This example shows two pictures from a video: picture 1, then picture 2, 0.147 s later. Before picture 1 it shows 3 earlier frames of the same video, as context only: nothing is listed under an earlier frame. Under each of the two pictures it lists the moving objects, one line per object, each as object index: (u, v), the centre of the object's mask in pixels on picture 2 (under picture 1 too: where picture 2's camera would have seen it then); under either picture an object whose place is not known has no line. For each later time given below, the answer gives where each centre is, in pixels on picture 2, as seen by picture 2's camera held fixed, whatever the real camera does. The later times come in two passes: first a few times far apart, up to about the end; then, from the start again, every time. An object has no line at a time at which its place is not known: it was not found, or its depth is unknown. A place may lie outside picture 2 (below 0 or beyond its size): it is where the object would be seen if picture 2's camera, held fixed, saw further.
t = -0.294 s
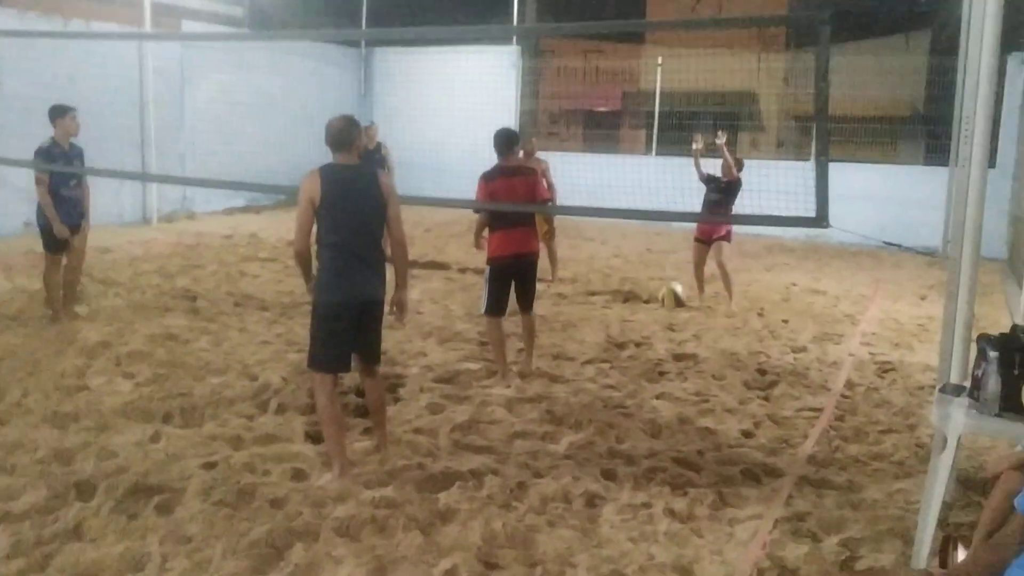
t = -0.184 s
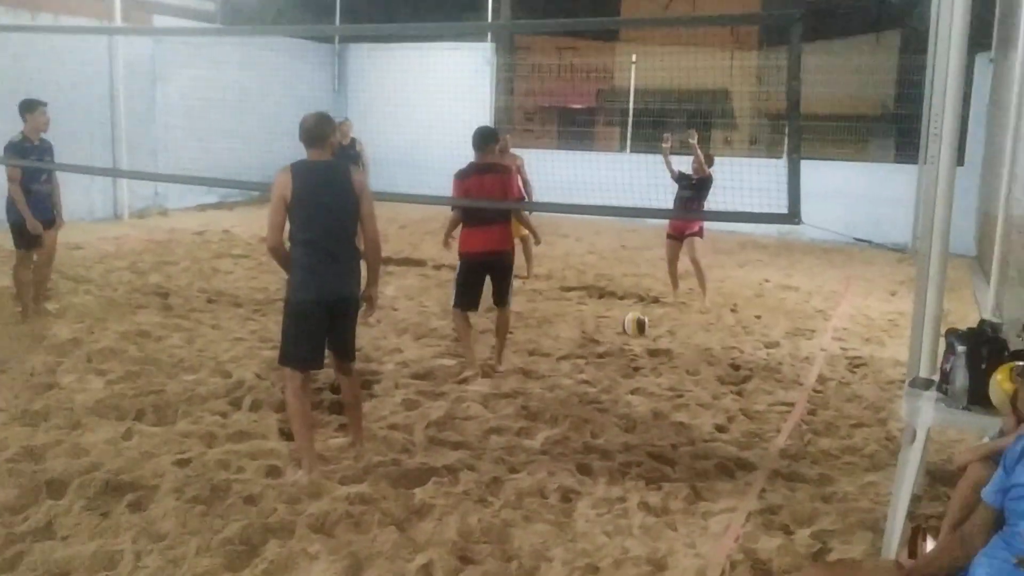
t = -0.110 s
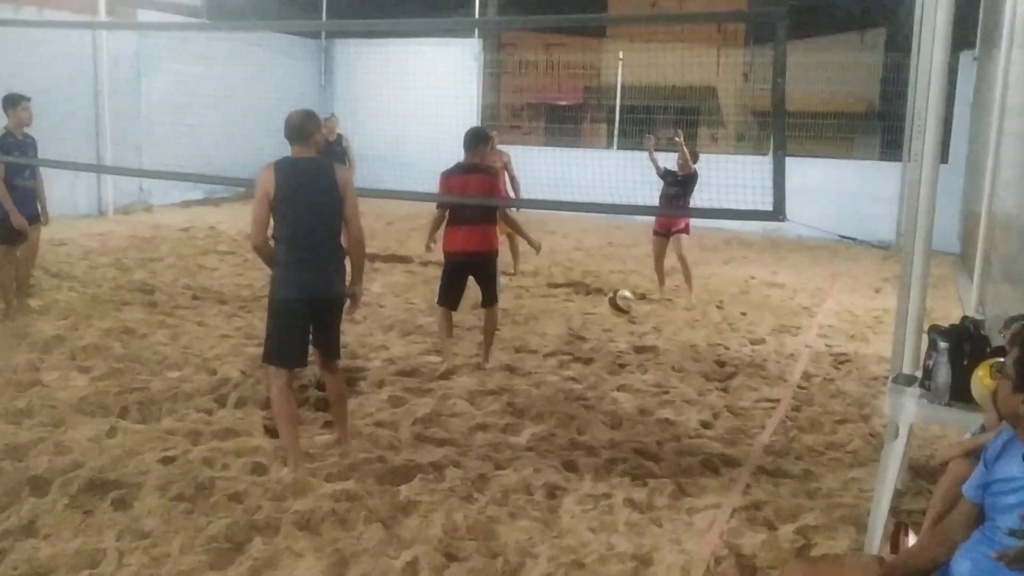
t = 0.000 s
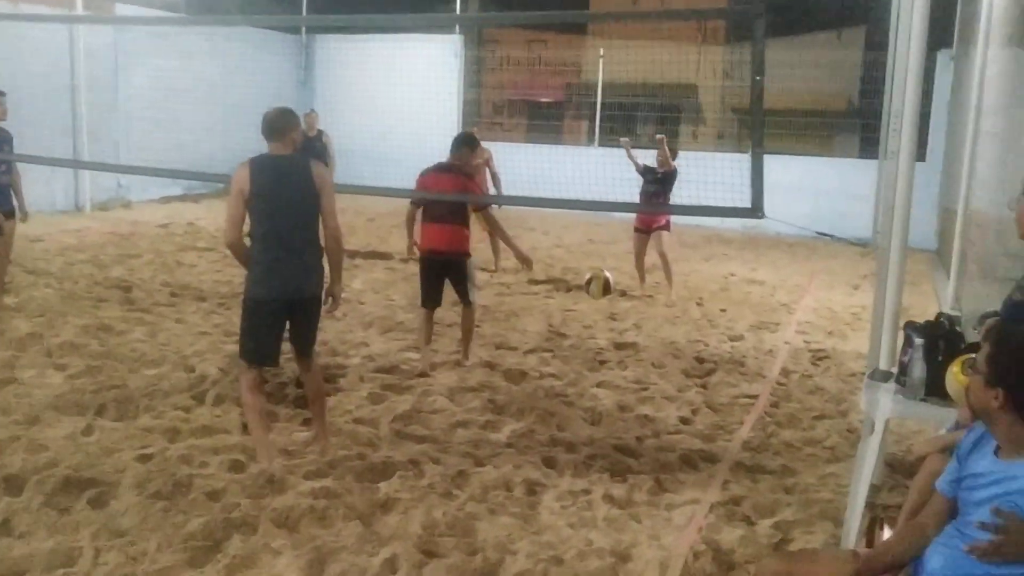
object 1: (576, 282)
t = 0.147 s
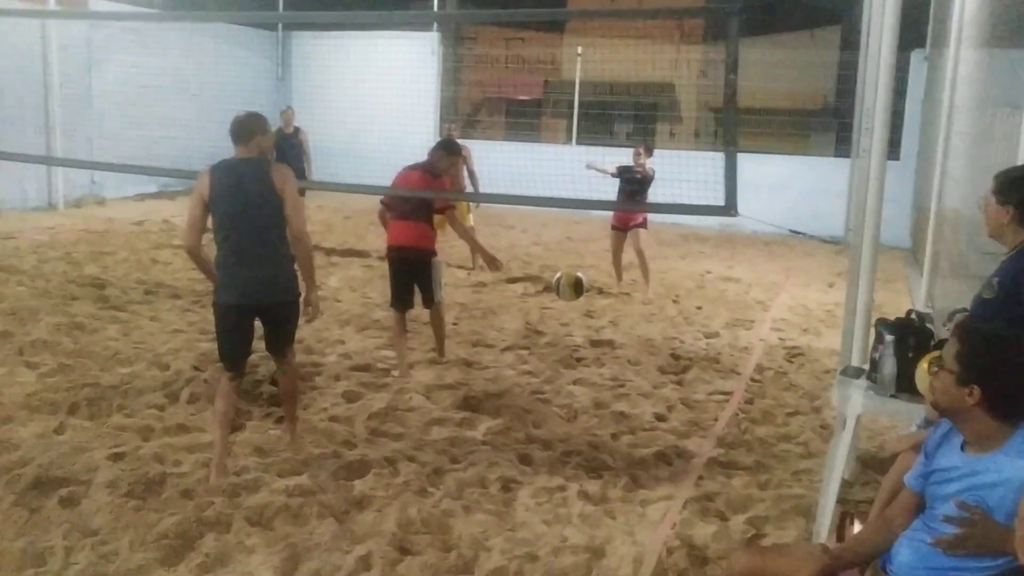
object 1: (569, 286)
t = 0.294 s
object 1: (561, 325)
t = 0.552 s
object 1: (555, 442)
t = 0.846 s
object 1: (573, 521)
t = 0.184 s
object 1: (567, 291)
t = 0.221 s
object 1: (567, 299)
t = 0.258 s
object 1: (563, 311)
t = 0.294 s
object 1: (561, 325)
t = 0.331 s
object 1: (558, 343)
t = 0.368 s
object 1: (557, 363)
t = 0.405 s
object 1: (551, 385)
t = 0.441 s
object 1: (552, 414)
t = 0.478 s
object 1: (551, 428)
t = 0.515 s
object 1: (553, 436)
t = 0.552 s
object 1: (555, 442)
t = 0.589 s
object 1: (556, 449)
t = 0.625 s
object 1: (559, 462)
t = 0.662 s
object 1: (562, 473)
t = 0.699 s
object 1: (565, 484)
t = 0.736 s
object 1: (568, 497)
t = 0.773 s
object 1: (570, 506)
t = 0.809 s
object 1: (569, 512)
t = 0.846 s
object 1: (573, 521)
